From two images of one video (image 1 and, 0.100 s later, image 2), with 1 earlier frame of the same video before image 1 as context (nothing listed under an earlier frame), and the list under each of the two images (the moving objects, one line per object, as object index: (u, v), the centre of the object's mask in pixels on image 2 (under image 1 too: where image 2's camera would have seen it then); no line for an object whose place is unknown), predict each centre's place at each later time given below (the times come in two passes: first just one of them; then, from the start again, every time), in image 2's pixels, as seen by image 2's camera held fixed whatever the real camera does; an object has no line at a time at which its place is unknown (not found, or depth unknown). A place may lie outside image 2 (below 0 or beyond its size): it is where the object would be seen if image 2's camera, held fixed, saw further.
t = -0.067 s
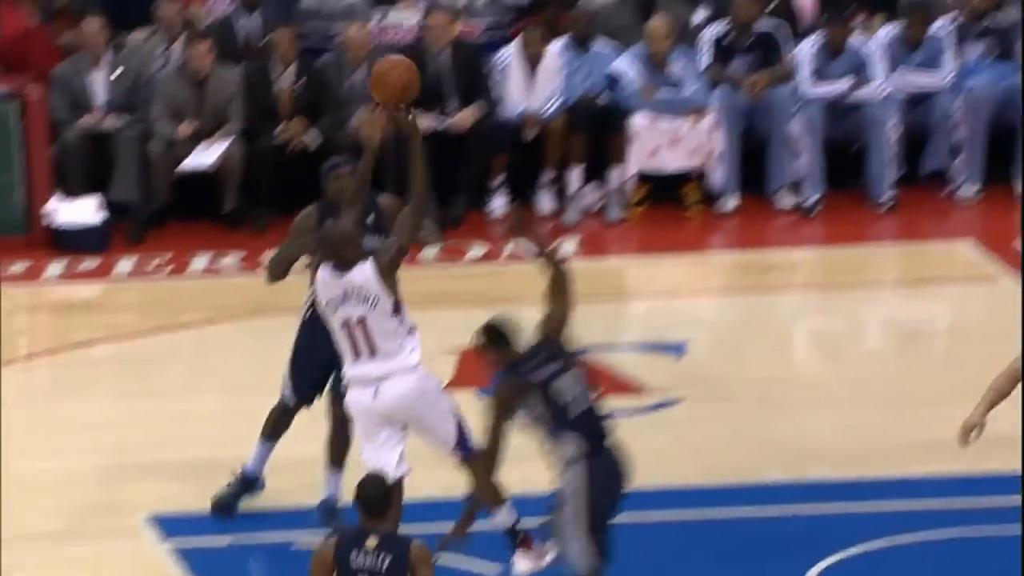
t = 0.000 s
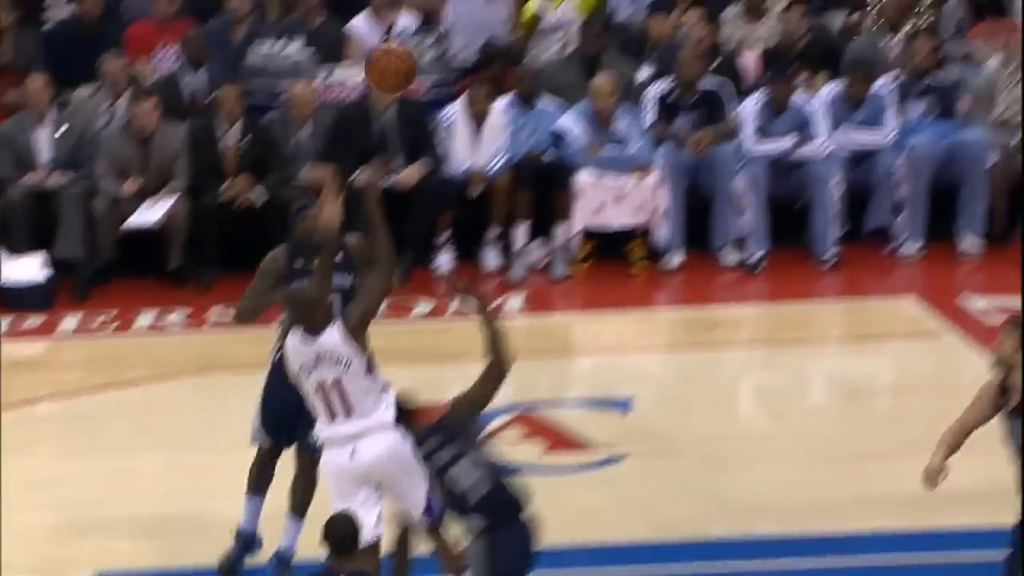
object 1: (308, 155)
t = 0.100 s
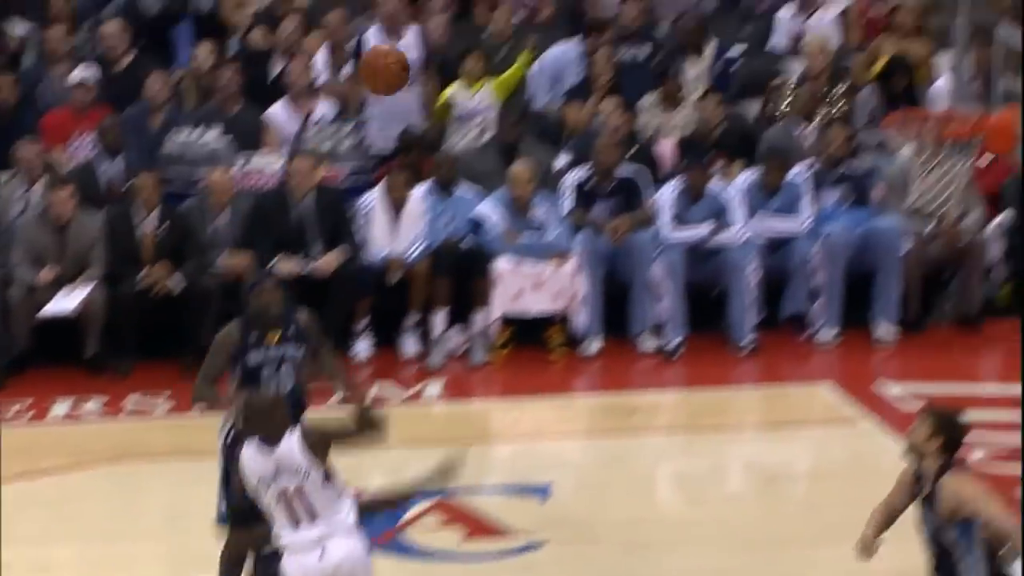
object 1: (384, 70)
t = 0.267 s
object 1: (504, -24)
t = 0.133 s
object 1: (408, 46)
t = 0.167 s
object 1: (433, 24)
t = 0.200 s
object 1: (457, 5)
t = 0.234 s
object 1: (480, -11)
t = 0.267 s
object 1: (504, -24)
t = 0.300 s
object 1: (528, -36)
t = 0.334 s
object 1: (552, -46)
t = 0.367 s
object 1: (575, -54)
